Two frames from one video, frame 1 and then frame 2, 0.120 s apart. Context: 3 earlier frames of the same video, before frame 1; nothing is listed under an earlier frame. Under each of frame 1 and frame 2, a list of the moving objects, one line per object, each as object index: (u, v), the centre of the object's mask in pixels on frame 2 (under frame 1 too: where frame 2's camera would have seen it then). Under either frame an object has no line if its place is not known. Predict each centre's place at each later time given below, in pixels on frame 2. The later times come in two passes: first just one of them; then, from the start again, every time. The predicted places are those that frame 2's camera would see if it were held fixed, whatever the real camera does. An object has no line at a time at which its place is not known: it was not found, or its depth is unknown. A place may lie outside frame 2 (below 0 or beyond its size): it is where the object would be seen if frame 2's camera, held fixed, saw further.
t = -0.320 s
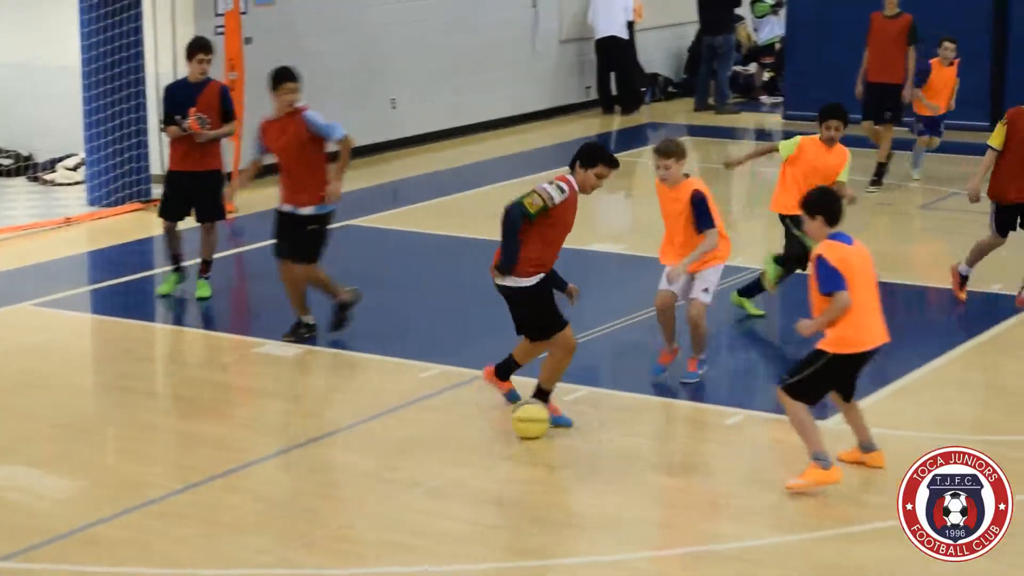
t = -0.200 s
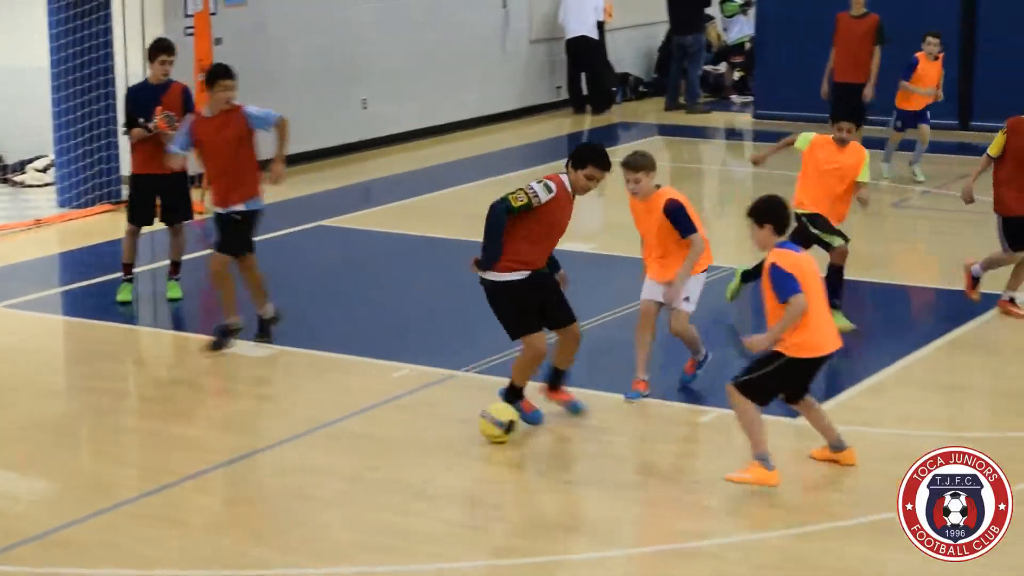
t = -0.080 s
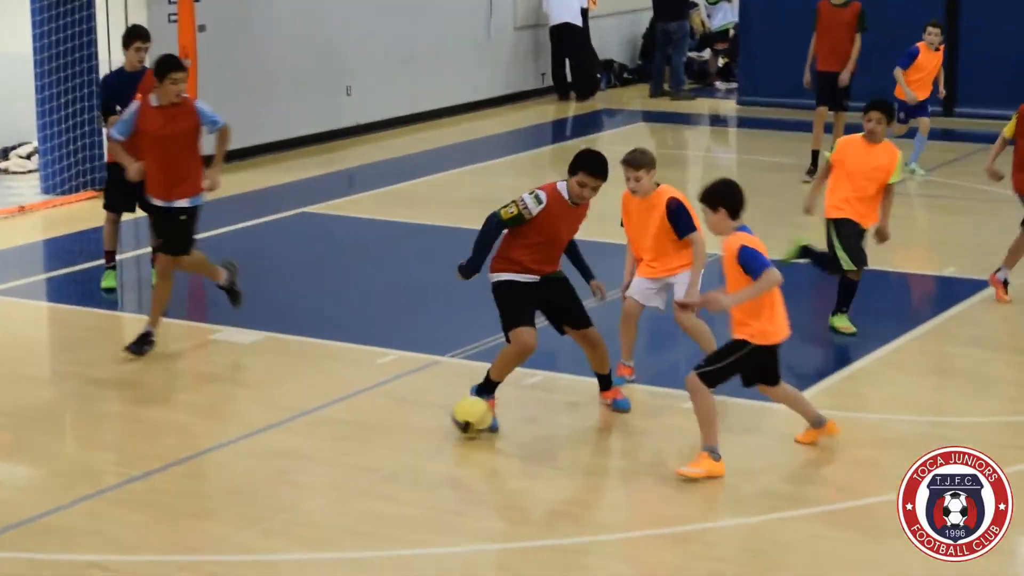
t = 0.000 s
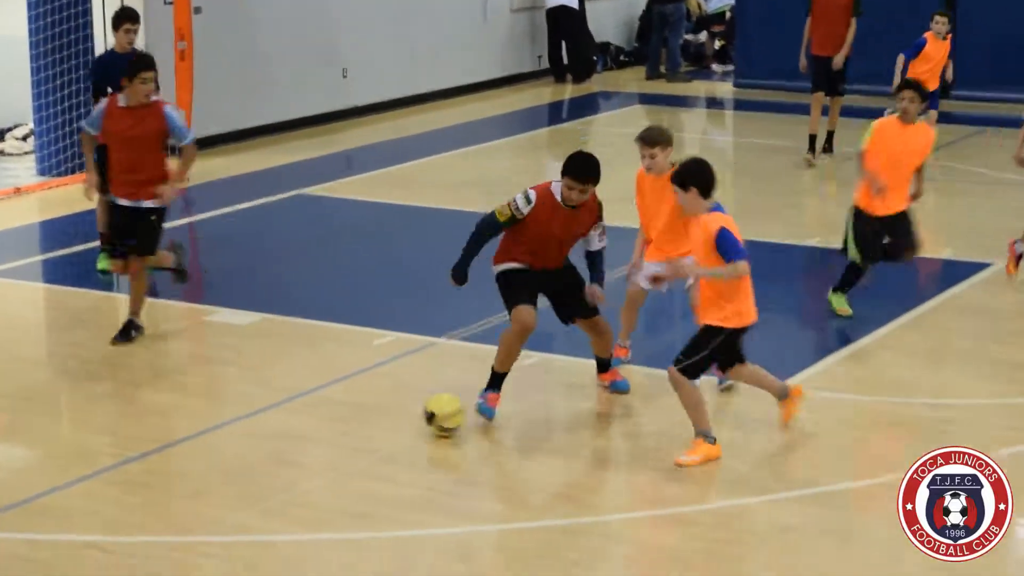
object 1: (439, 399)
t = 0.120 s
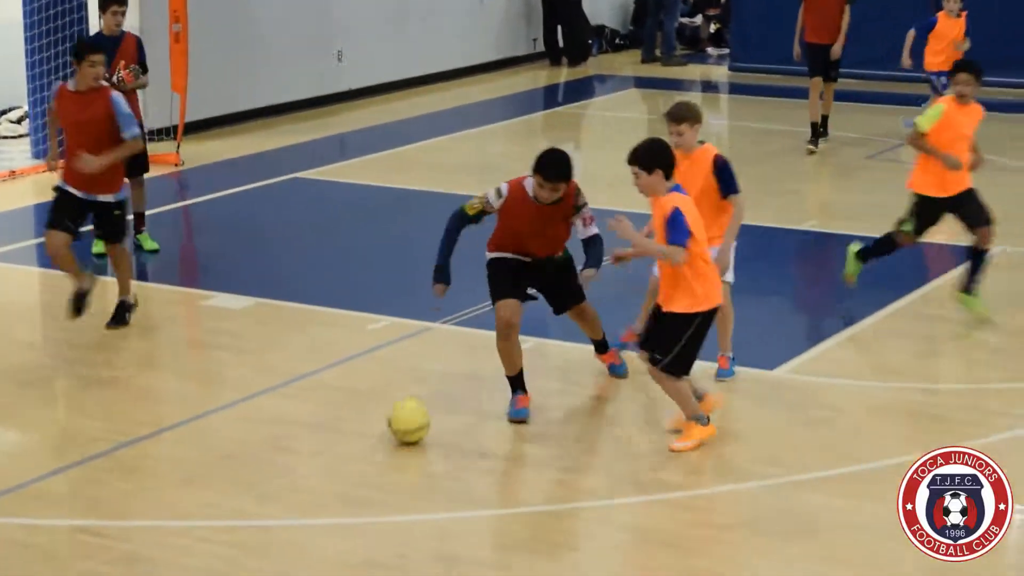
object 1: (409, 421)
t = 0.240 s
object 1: (379, 443)
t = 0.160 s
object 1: (397, 430)
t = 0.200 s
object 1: (389, 436)
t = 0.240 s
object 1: (379, 443)
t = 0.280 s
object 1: (372, 448)
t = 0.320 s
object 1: (365, 452)
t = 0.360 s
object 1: (355, 459)
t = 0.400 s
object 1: (350, 465)
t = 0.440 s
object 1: (343, 471)
